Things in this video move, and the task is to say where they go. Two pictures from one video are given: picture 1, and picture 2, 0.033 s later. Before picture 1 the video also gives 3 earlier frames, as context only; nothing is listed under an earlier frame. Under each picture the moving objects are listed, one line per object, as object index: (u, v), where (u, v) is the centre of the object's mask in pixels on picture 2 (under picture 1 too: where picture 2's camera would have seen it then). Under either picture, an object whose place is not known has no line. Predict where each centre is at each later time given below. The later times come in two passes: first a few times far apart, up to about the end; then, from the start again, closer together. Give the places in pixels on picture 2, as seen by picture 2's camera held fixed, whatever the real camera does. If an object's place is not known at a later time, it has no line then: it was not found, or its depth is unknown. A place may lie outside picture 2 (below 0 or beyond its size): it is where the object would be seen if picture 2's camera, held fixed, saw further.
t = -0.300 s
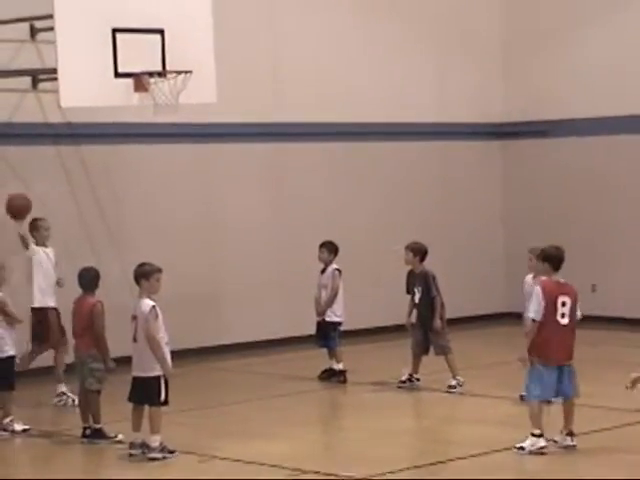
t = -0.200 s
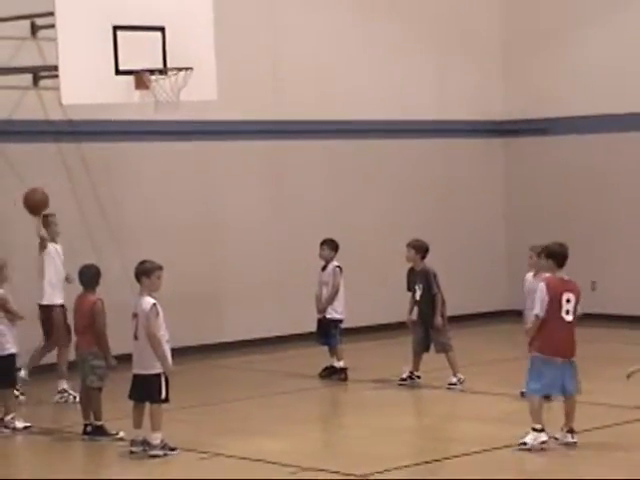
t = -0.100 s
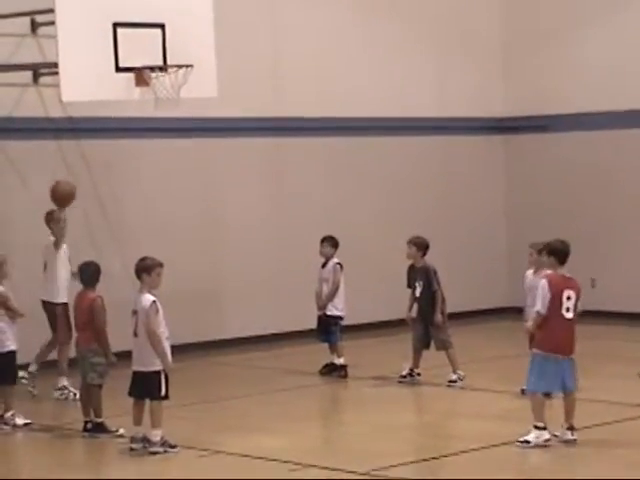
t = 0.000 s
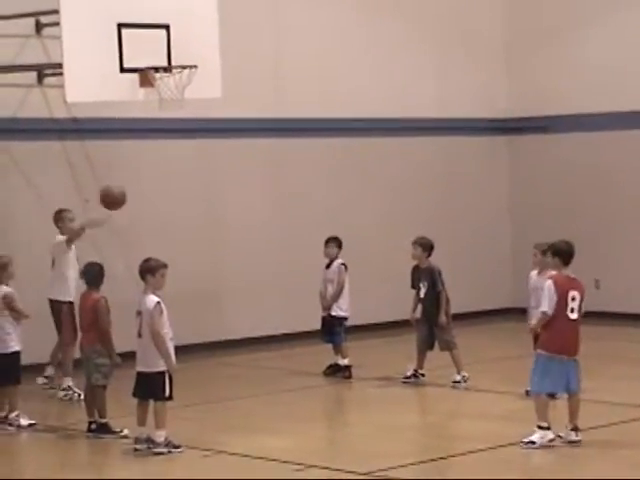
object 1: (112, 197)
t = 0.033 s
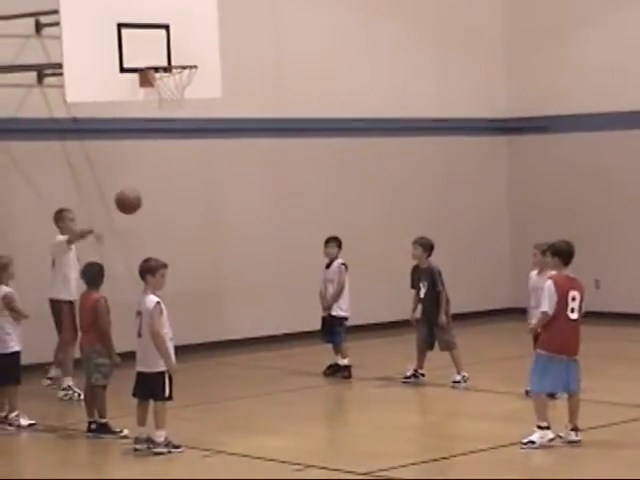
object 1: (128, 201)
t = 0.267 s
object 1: (248, 267)
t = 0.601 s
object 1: (411, 374)
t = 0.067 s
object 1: (144, 206)
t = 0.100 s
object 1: (162, 213)
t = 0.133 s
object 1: (178, 222)
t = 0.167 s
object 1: (195, 231)
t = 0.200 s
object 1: (212, 242)
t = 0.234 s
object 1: (230, 254)
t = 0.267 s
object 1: (248, 267)
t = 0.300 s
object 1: (266, 282)
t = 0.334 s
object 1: (284, 299)
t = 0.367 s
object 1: (302, 317)
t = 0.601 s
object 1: (411, 374)
